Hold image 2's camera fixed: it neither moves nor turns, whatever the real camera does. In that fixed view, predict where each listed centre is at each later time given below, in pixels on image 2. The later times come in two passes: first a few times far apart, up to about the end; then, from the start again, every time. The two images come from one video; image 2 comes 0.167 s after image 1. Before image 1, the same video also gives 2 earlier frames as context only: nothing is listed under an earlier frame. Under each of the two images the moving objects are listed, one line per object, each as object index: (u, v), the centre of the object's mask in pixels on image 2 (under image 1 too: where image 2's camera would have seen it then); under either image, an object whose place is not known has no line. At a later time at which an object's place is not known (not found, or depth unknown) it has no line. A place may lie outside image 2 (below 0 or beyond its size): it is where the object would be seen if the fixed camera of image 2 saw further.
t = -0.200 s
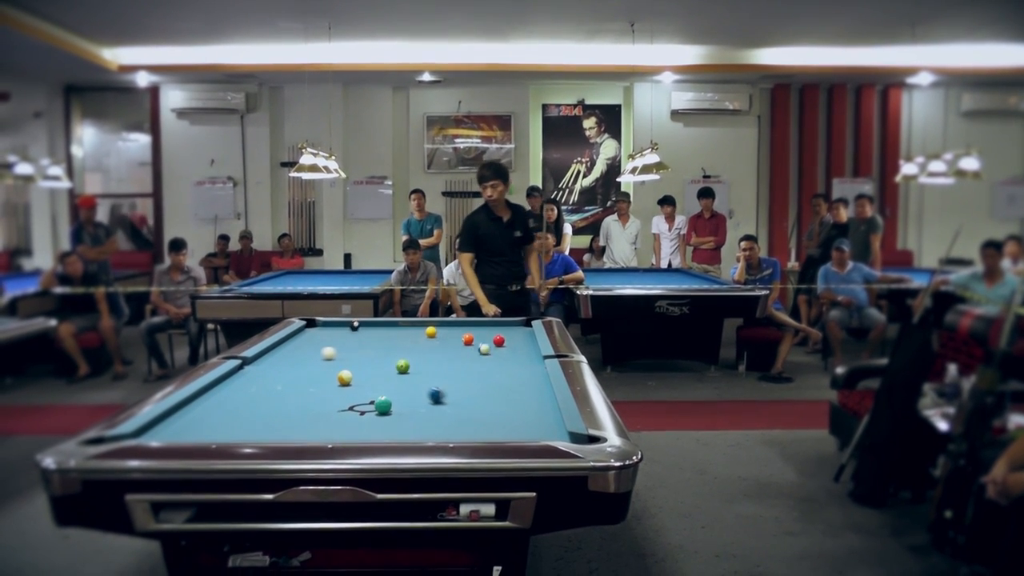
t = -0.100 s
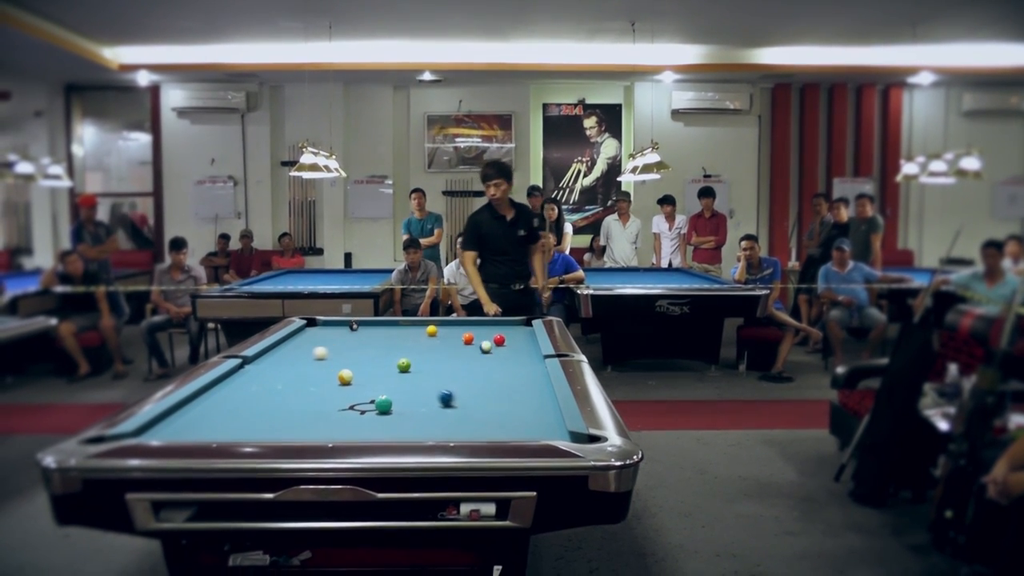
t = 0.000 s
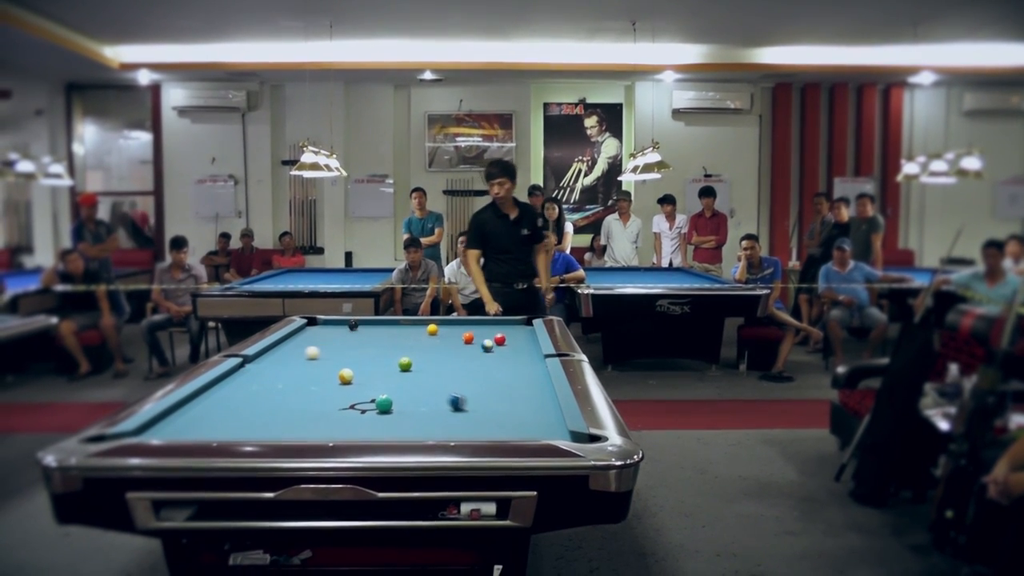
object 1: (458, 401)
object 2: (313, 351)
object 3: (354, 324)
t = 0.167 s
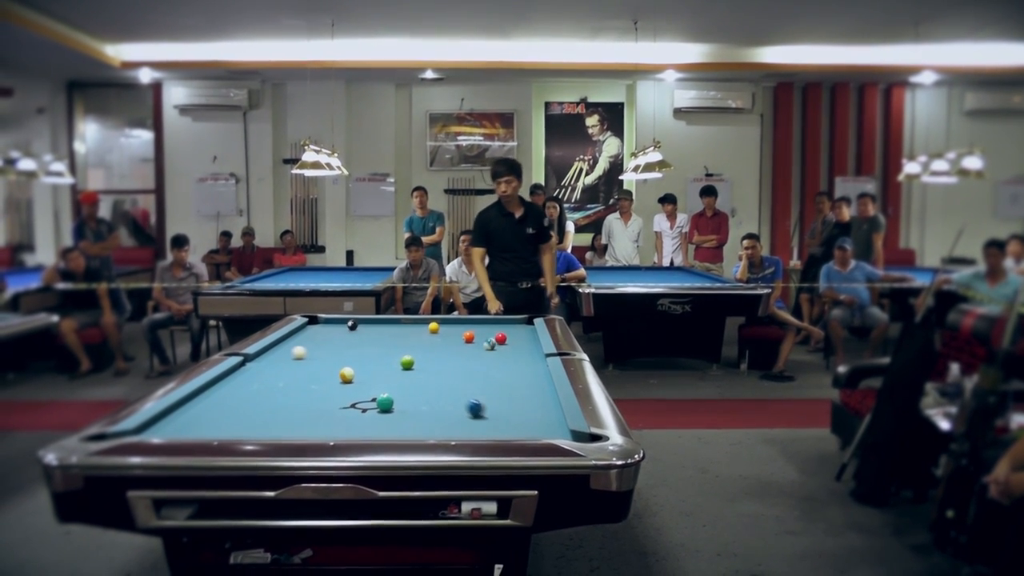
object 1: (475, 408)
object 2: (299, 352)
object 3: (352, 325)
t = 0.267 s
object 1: (486, 413)
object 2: (290, 353)
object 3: (351, 326)
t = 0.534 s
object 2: (268, 354)
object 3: (348, 327)
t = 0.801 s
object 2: (260, 355)
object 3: (346, 328)
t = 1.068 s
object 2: (267, 356)
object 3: (345, 330)
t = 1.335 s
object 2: (273, 356)
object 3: (343, 331)
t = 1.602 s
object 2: (278, 357)
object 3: (343, 331)
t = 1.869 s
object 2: (282, 357)
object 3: (343, 332)
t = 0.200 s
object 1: (478, 410)
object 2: (296, 353)
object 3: (351, 325)
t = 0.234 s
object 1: (483, 411)
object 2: (293, 353)
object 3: (351, 326)
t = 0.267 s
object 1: (486, 413)
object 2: (290, 353)
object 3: (351, 326)
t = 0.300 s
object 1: (488, 414)
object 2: (288, 353)
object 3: (351, 325)
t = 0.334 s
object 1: (494, 416)
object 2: (285, 353)
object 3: (350, 326)
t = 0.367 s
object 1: (497, 417)
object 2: (282, 353)
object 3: (350, 326)
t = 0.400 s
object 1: (500, 418)
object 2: (280, 353)
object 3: (350, 326)
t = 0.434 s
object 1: (504, 421)
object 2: (276, 353)
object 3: (349, 326)
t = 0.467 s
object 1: (507, 422)
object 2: (274, 354)
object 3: (349, 326)
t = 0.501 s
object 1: (510, 423)
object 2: (272, 354)
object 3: (349, 326)
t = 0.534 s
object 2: (268, 354)
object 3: (348, 327)
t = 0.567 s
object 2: (266, 354)
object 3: (348, 327)
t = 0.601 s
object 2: (264, 354)
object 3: (348, 327)
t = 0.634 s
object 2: (261, 355)
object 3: (347, 327)
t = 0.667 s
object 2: (259, 355)
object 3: (347, 327)
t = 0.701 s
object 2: (258, 355)
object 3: (347, 327)
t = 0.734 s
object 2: (258, 355)
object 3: (347, 328)
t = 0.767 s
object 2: (259, 355)
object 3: (346, 328)
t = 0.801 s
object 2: (260, 355)
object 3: (346, 328)
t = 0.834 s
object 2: (261, 355)
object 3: (346, 328)
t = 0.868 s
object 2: (262, 355)
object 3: (346, 328)
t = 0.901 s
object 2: (262, 355)
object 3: (345, 328)
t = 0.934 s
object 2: (264, 355)
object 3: (345, 329)
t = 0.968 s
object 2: (265, 355)
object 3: (345, 329)
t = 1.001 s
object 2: (265, 355)
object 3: (345, 329)
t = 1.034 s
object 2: (266, 356)
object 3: (345, 329)
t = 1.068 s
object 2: (267, 356)
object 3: (345, 330)
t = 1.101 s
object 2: (268, 356)
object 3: (345, 330)
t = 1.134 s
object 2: (269, 356)
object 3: (344, 330)
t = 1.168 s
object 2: (269, 356)
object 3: (344, 330)
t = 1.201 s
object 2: (270, 356)
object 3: (344, 330)
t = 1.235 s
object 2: (271, 356)
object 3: (344, 330)
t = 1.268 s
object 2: (272, 356)
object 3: (344, 330)
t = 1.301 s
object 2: (272, 356)
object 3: (344, 330)
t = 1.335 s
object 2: (273, 356)
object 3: (343, 331)
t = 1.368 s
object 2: (274, 356)
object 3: (343, 331)
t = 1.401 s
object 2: (274, 356)
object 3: (343, 331)
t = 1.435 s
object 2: (275, 356)
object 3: (343, 331)
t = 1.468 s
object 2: (275, 356)
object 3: (343, 331)
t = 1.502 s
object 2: (276, 356)
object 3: (343, 331)
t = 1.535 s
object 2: (276, 357)
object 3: (343, 331)
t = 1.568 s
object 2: (277, 357)
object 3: (343, 331)
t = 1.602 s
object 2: (278, 357)
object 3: (343, 331)
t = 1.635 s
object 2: (278, 357)
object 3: (343, 331)
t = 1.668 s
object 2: (279, 357)
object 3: (343, 331)
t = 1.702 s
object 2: (279, 357)
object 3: (343, 331)
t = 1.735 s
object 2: (280, 357)
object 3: (343, 332)
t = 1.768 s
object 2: (281, 357)
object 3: (343, 332)
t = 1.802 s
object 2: (281, 357)
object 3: (343, 332)
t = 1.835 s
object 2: (282, 357)
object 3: (343, 332)
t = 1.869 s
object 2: (282, 357)
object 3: (343, 332)
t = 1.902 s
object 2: (282, 357)
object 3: (343, 332)
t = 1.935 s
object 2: (283, 357)
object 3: (342, 332)
